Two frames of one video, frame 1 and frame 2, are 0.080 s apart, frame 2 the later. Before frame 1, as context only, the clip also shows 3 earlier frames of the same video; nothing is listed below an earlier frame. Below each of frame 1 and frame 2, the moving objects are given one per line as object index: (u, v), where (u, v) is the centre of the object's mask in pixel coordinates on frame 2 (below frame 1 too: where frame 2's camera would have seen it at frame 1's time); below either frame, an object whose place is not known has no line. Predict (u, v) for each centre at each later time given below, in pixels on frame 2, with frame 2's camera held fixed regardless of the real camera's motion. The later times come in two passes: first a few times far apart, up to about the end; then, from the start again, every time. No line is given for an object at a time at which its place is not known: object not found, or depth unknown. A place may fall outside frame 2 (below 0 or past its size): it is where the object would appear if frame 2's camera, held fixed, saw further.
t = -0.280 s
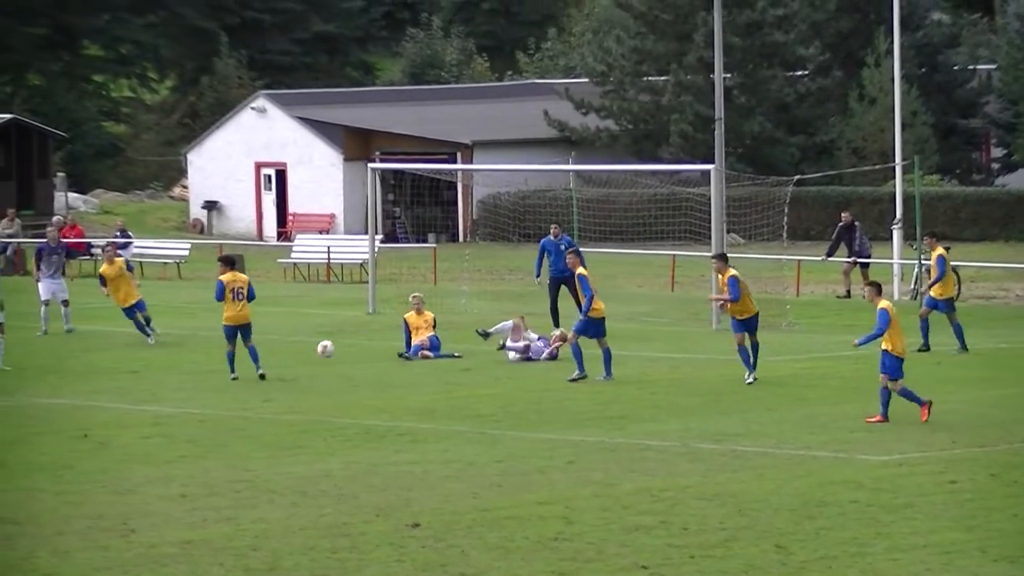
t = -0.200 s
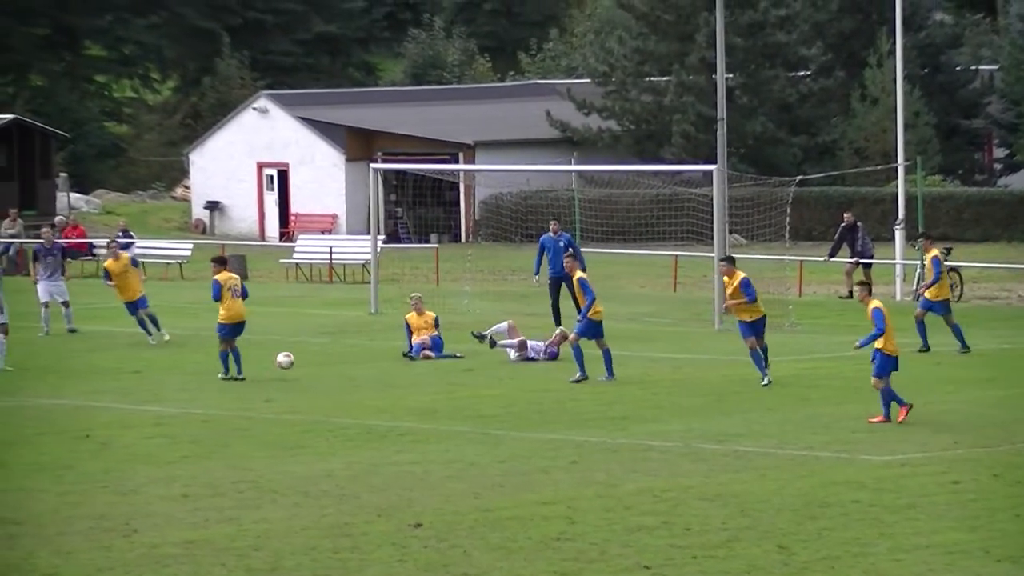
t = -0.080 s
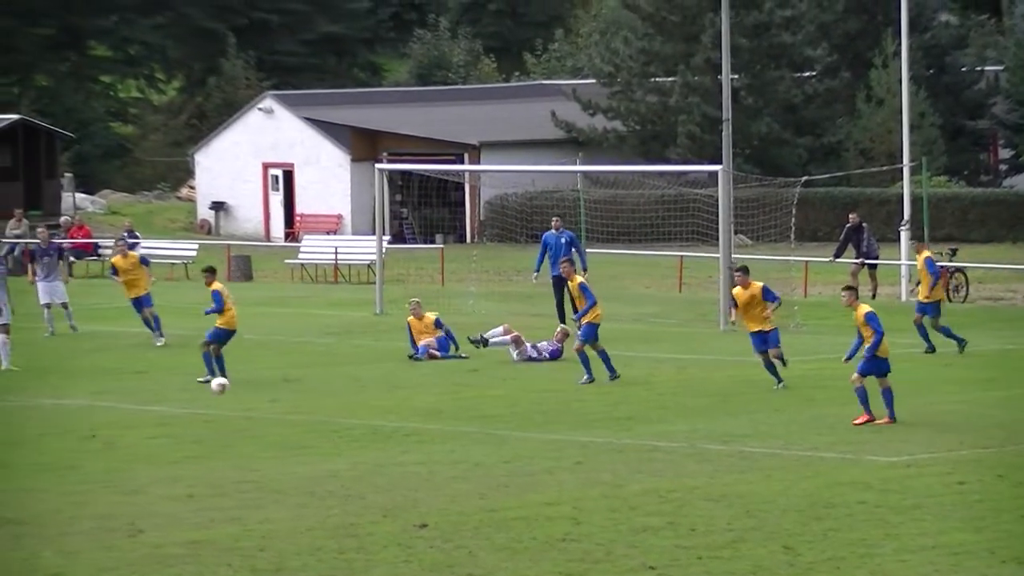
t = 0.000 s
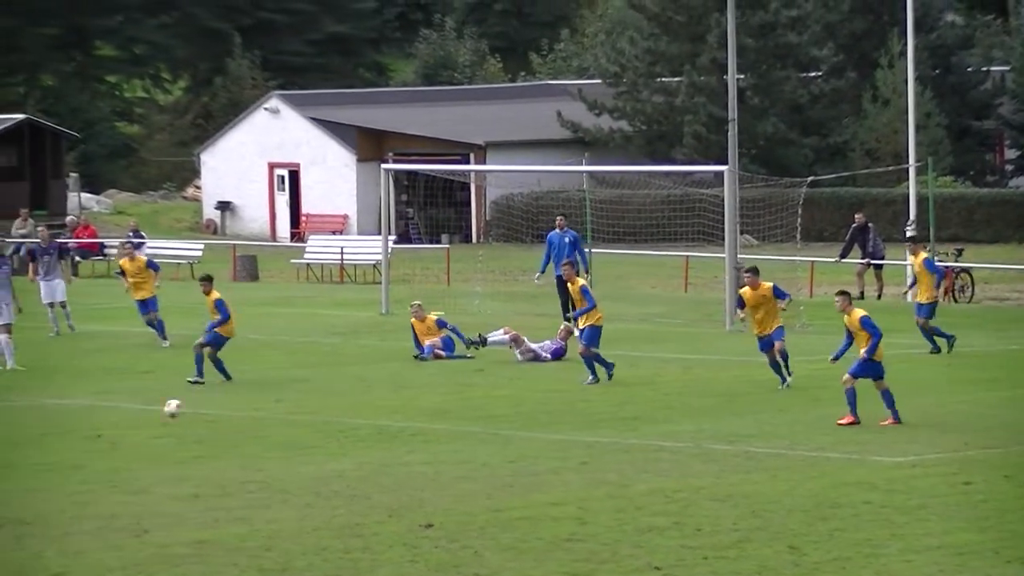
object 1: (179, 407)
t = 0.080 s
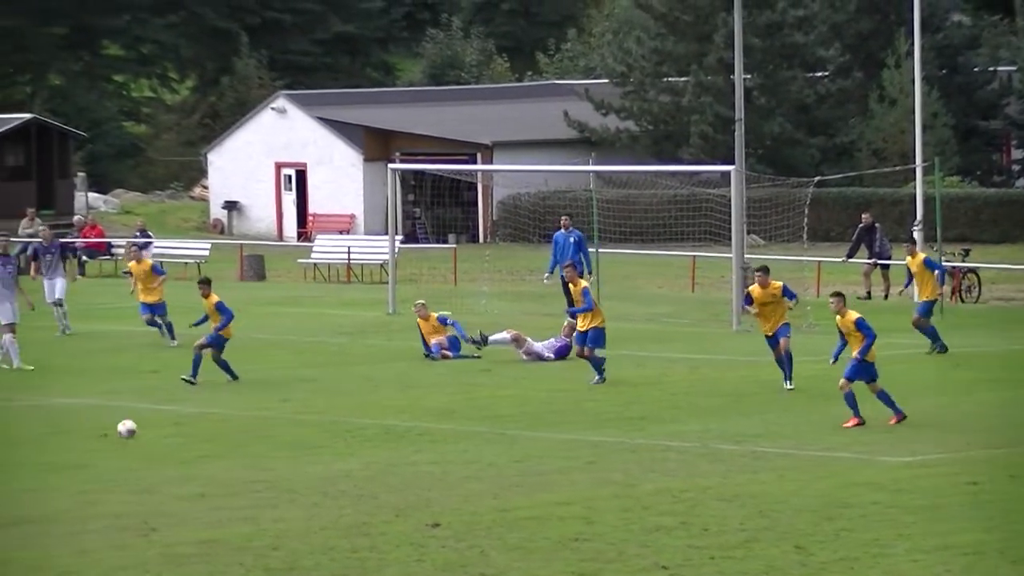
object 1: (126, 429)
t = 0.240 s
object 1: (20, 429)
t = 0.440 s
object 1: (-133, 466)
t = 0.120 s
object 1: (101, 427)
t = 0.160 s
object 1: (75, 426)
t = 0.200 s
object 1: (48, 427)
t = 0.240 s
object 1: (20, 429)
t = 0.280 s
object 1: (-8, 432)
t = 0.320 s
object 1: (-37, 438)
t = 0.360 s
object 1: (-65, 445)
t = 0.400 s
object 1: (-96, 455)
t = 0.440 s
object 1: (-133, 466)
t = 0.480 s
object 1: (-168, 475)
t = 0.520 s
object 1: (-200, 476)
